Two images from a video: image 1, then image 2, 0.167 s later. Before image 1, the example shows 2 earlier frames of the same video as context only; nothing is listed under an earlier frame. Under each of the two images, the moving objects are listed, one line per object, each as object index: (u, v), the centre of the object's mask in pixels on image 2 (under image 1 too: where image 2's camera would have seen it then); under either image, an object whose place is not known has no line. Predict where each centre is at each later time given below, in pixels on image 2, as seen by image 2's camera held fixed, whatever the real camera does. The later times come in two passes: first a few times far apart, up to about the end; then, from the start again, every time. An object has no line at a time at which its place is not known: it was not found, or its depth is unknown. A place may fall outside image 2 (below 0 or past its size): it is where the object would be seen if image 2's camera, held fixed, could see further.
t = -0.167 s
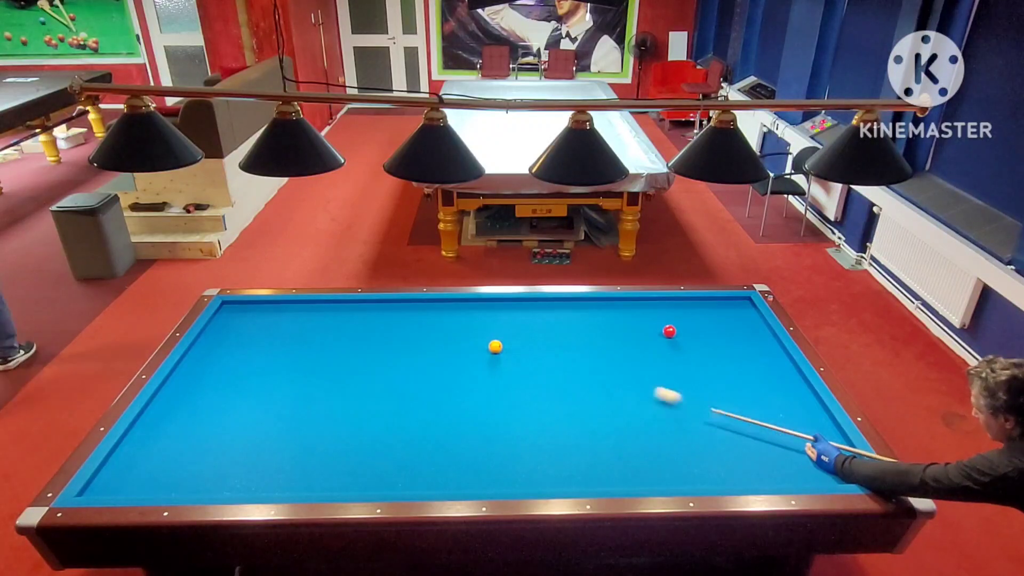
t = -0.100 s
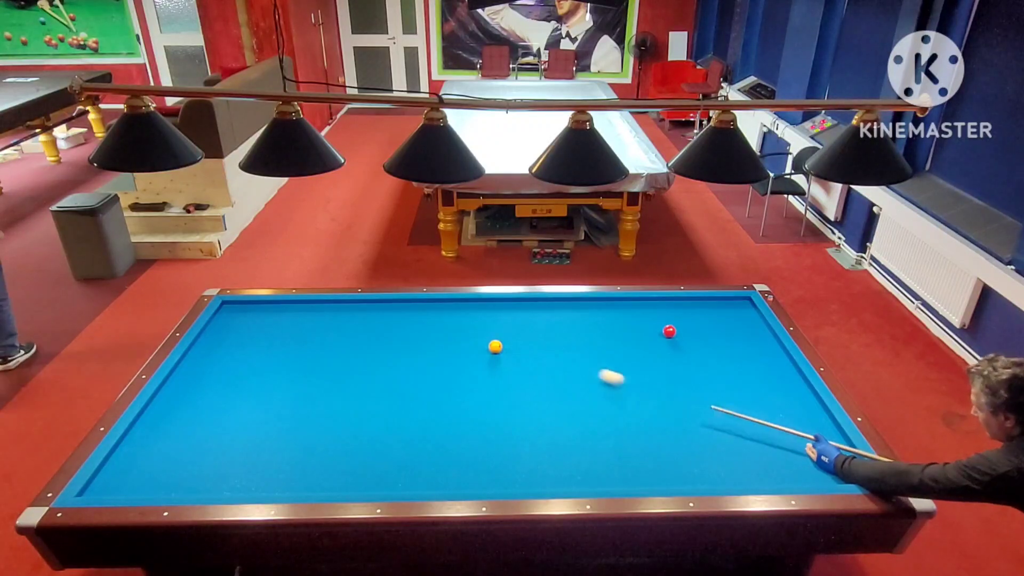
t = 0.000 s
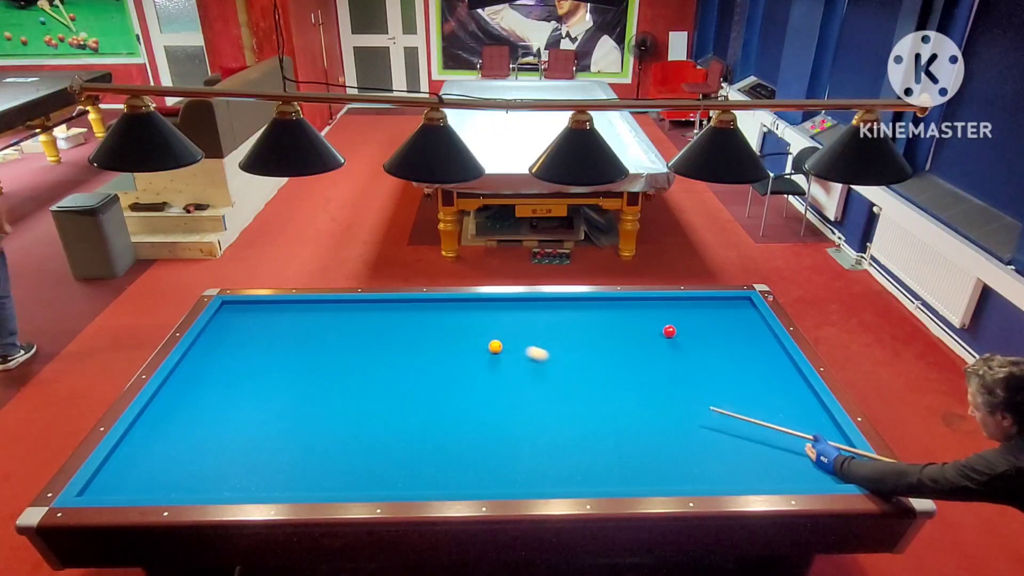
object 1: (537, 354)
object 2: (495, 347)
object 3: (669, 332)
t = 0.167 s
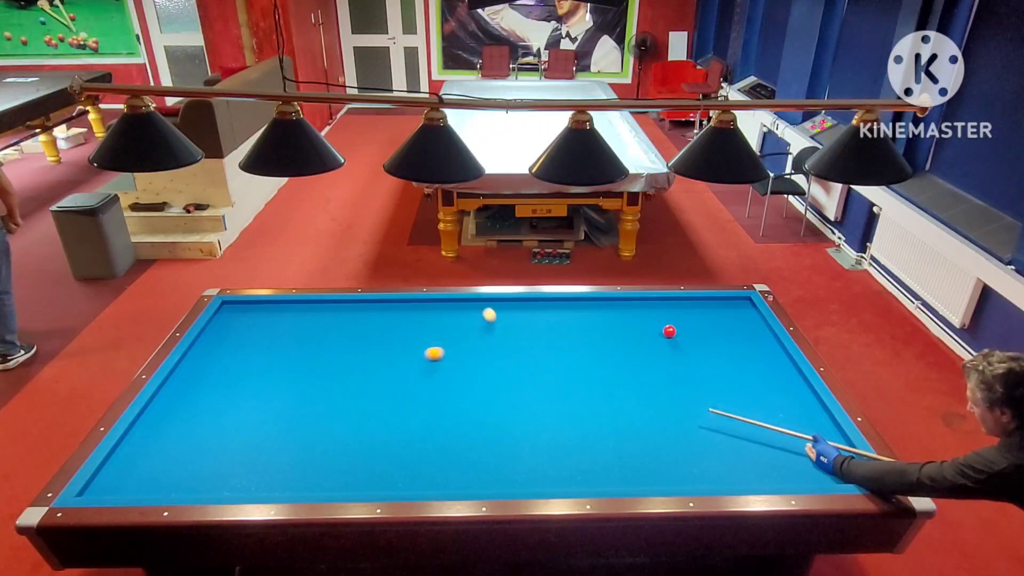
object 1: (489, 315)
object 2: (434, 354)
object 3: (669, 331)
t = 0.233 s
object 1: (478, 301)
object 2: (403, 357)
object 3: (669, 331)
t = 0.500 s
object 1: (404, 346)
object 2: (294, 370)
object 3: (668, 331)
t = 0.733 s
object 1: (320, 384)
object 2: (199, 381)
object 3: (668, 331)
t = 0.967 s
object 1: (221, 428)
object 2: (208, 387)
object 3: (668, 331)
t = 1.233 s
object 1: (94, 488)
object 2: (267, 392)
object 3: (668, 331)
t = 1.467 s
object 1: (186, 454)
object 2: (315, 396)
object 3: (668, 332)
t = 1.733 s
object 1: (262, 421)
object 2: (372, 400)
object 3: (668, 332)
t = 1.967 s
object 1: (321, 396)
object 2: (421, 404)
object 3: (668, 331)
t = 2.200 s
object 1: (372, 373)
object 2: (470, 408)
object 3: (668, 332)
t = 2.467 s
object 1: (426, 350)
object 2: (527, 413)
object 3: (668, 332)
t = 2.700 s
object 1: (467, 333)
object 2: (577, 417)
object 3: (668, 331)
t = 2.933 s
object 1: (505, 317)
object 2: (627, 421)
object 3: (668, 331)
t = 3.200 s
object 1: (543, 301)
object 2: (683, 426)
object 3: (668, 331)
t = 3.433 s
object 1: (568, 309)
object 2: (733, 430)
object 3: (668, 331)
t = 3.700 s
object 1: (596, 317)
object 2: (790, 434)
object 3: (669, 332)
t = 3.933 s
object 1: (621, 324)
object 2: (839, 438)
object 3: (668, 332)
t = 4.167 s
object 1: (646, 331)
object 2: (815, 441)
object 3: (669, 332)
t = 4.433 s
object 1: (669, 340)
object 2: (786, 444)
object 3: (676, 330)
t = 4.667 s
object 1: (685, 349)
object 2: (761, 446)
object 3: (683, 329)
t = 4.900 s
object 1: (702, 359)
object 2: (737, 449)
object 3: (691, 328)
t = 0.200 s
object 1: (484, 308)
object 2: (419, 355)
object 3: (669, 331)
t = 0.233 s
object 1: (478, 301)
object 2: (403, 357)
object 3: (669, 331)
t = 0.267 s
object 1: (470, 306)
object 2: (388, 359)
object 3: (668, 331)
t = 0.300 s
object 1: (462, 312)
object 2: (374, 361)
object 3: (668, 331)
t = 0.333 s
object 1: (453, 318)
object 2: (360, 362)
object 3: (668, 331)
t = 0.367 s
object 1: (444, 324)
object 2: (346, 364)
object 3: (668, 331)
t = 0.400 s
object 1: (434, 329)
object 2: (333, 365)
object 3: (668, 331)
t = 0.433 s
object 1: (424, 335)
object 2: (320, 367)
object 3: (668, 331)
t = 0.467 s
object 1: (414, 341)
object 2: (307, 369)
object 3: (668, 331)
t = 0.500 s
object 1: (404, 346)
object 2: (294, 370)
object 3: (668, 331)
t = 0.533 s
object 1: (392, 352)
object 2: (281, 372)
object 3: (668, 331)
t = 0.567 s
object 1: (381, 357)
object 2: (267, 373)
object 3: (668, 331)
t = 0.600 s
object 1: (370, 362)
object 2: (254, 375)
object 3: (668, 331)
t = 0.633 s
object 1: (358, 368)
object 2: (240, 376)
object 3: (668, 331)
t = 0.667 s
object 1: (346, 373)
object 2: (227, 378)
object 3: (668, 331)
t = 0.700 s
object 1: (333, 379)
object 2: (213, 379)
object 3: (668, 331)
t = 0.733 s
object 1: (320, 384)
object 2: (199, 381)
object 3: (668, 331)
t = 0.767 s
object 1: (307, 390)
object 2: (185, 383)
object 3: (668, 331)
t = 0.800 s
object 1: (293, 396)
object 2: (171, 384)
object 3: (668, 331)
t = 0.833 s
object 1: (279, 402)
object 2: (171, 385)
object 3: (668, 331)
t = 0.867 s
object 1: (265, 409)
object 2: (181, 386)
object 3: (668, 332)
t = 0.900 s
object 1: (251, 415)
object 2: (190, 386)
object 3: (668, 331)
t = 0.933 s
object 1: (236, 422)
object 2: (200, 387)
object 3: (668, 331)
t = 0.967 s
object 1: (221, 428)
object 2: (208, 387)
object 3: (668, 331)
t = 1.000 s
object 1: (204, 435)
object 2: (217, 388)
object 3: (668, 331)
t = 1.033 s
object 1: (188, 443)
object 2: (224, 388)
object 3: (668, 332)
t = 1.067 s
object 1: (172, 450)
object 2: (231, 389)
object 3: (668, 331)
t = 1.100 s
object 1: (155, 457)
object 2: (238, 390)
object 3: (668, 331)
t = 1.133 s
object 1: (137, 465)
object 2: (246, 390)
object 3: (668, 331)
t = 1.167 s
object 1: (119, 473)
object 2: (252, 391)
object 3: (668, 331)
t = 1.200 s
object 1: (100, 482)
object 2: (259, 391)
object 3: (668, 331)
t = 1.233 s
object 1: (94, 488)
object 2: (267, 392)
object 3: (668, 331)
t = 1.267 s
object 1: (106, 488)
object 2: (274, 392)
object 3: (668, 331)
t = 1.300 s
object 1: (122, 482)
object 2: (281, 393)
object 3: (668, 331)
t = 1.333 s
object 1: (136, 476)
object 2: (287, 394)
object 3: (668, 332)
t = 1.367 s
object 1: (150, 470)
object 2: (294, 394)
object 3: (668, 332)
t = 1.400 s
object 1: (163, 464)
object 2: (302, 395)
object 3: (668, 332)
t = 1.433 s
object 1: (175, 459)
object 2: (309, 395)
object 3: (668, 332)
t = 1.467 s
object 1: (186, 454)
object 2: (315, 396)
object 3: (668, 332)
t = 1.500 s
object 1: (197, 450)
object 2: (322, 396)
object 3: (668, 332)
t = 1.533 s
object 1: (206, 445)
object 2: (330, 397)
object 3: (668, 331)
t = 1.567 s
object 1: (216, 441)
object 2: (337, 397)
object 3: (668, 332)
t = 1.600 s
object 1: (226, 437)
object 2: (343, 398)
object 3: (668, 331)
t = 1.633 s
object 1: (235, 433)
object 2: (350, 398)
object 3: (668, 331)
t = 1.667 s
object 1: (244, 429)
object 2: (357, 399)
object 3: (668, 331)
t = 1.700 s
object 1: (254, 425)
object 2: (365, 400)
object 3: (668, 331)
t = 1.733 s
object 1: (262, 421)
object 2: (372, 400)
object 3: (668, 332)
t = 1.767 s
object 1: (271, 417)
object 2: (379, 401)
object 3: (668, 331)
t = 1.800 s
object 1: (280, 414)
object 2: (386, 401)
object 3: (668, 331)
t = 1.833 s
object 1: (288, 410)
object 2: (393, 402)
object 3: (668, 331)
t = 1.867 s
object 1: (296, 406)
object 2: (399, 403)
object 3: (668, 331)
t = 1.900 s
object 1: (305, 402)
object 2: (407, 403)
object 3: (668, 331)
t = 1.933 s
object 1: (313, 399)
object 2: (414, 404)
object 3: (668, 331)
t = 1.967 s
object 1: (321, 396)
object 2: (421, 404)
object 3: (668, 331)
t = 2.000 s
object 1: (328, 392)
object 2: (428, 405)
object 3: (668, 331)
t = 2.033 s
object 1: (336, 389)
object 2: (435, 406)
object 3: (668, 331)
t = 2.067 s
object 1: (343, 386)
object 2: (442, 406)
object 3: (668, 331)
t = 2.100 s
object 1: (351, 383)
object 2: (449, 407)
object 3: (668, 331)
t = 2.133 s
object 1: (358, 379)
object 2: (456, 407)
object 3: (668, 332)
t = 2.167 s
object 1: (365, 376)
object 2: (463, 408)
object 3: (668, 332)
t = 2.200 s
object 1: (372, 373)
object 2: (470, 408)
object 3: (668, 332)
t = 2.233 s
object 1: (379, 370)
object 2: (478, 409)
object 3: (669, 332)
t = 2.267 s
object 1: (386, 368)
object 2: (484, 410)
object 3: (668, 332)
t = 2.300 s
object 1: (393, 364)
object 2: (492, 410)
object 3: (668, 332)
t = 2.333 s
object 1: (400, 361)
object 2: (499, 411)
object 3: (668, 332)
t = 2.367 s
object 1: (406, 359)
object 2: (506, 411)
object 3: (668, 332)
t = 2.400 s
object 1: (413, 356)
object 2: (513, 412)
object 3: (668, 332)
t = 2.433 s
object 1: (419, 353)
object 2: (520, 413)
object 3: (668, 332)
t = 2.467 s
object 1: (426, 350)
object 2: (527, 413)
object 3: (668, 332)
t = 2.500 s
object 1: (432, 348)
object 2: (534, 414)
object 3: (668, 332)
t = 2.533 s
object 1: (438, 345)
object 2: (541, 414)
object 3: (668, 332)
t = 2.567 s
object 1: (444, 343)
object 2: (548, 415)
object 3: (668, 332)
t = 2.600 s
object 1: (450, 340)
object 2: (556, 415)
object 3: (668, 332)
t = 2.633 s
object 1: (456, 338)
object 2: (563, 416)
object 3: (668, 332)
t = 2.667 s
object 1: (461, 335)
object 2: (570, 417)
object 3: (668, 331)
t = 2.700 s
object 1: (467, 333)
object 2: (577, 417)
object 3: (668, 331)
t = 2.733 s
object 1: (473, 330)
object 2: (584, 418)
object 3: (668, 331)
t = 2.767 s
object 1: (478, 328)
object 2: (591, 418)
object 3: (668, 331)
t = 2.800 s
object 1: (484, 325)
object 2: (598, 419)
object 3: (668, 331)
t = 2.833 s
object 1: (489, 323)
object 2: (605, 419)
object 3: (668, 331)
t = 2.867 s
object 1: (494, 321)
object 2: (613, 420)
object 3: (668, 331)
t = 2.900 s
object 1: (500, 319)
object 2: (619, 421)
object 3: (668, 331)
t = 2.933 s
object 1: (505, 317)
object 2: (627, 421)
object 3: (668, 331)
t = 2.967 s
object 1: (510, 314)
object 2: (634, 422)
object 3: (668, 332)
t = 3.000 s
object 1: (515, 312)
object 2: (641, 422)
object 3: (668, 331)
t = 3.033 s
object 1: (520, 310)
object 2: (648, 423)
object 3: (668, 331)
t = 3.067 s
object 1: (525, 308)
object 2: (655, 423)
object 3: (668, 331)
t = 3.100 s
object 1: (530, 306)
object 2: (662, 424)
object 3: (668, 331)
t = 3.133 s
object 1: (535, 304)
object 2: (669, 425)
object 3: (668, 331)
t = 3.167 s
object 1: (539, 302)
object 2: (676, 425)
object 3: (668, 331)
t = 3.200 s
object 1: (543, 301)
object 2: (683, 426)
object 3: (668, 331)
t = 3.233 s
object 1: (547, 303)
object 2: (690, 426)
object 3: (668, 331)
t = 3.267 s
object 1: (550, 304)
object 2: (697, 427)
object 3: (668, 331)
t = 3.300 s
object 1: (554, 305)
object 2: (704, 428)
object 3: (668, 331)
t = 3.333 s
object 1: (557, 306)
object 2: (711, 428)
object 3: (668, 331)
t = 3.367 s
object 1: (561, 307)
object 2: (719, 429)
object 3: (668, 331)
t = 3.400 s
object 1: (564, 308)
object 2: (726, 429)
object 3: (668, 331)
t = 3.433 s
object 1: (568, 309)
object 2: (733, 430)
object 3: (668, 331)
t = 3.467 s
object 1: (571, 310)
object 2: (740, 430)
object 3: (668, 331)
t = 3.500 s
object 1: (575, 311)
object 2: (747, 431)
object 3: (668, 332)
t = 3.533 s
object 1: (578, 312)
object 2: (754, 431)
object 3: (668, 332)
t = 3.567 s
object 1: (582, 313)
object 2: (761, 432)
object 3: (668, 332)
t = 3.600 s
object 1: (585, 314)
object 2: (768, 432)
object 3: (668, 332)
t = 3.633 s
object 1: (589, 315)
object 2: (775, 433)
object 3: (668, 332)
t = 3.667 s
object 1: (592, 316)
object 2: (782, 434)
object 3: (668, 332)
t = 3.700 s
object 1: (596, 317)
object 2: (790, 434)
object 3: (669, 332)
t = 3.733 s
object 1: (599, 318)
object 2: (796, 435)
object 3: (668, 332)
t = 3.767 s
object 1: (603, 319)
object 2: (803, 435)
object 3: (668, 332)
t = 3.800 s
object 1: (607, 320)
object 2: (811, 436)
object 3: (668, 332)
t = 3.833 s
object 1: (610, 321)
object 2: (818, 437)
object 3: (668, 332)
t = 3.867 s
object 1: (614, 322)
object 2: (825, 437)
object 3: (668, 332)
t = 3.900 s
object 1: (617, 323)
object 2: (832, 438)
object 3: (668, 332)
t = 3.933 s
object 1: (621, 324)
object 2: (839, 438)
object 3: (668, 332)
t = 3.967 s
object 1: (625, 325)
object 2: (838, 439)
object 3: (668, 332)
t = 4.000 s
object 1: (628, 326)
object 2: (833, 439)
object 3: (669, 332)
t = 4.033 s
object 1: (632, 326)
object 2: (829, 440)
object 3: (669, 332)
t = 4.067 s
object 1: (635, 328)
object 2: (826, 440)
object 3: (669, 332)
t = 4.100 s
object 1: (639, 329)
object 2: (822, 440)
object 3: (669, 332)
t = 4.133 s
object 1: (643, 330)
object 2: (818, 441)
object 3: (669, 332)
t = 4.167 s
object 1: (646, 331)
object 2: (815, 441)
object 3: (669, 332)
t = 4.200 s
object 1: (650, 332)
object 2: (811, 442)
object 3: (669, 331)
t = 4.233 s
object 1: (654, 332)
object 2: (808, 442)
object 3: (669, 331)
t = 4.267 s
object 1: (657, 334)
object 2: (804, 442)
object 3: (670, 331)
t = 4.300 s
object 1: (660, 335)
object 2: (800, 443)
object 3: (671, 331)
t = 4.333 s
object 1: (662, 336)
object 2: (797, 443)
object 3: (672, 330)
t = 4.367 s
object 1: (665, 337)
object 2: (793, 443)
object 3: (673, 330)
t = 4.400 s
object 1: (667, 339)
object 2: (790, 444)
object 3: (675, 330)
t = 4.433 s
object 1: (669, 340)
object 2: (786, 444)
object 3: (676, 330)
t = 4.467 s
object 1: (671, 341)
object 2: (783, 444)
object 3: (676, 330)
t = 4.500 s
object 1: (674, 342)
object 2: (779, 445)
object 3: (677, 330)
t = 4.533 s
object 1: (676, 344)
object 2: (775, 445)
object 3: (679, 329)
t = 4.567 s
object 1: (678, 345)
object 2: (772, 446)
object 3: (680, 329)
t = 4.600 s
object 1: (681, 346)
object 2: (768, 446)
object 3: (681, 329)
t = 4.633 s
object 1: (683, 348)
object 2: (765, 446)
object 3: (682, 329)
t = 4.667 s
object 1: (685, 349)
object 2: (761, 446)
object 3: (683, 329)
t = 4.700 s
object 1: (688, 351)
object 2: (758, 447)
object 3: (684, 329)
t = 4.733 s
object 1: (690, 352)
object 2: (754, 447)
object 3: (685, 328)
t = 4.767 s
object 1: (692, 353)
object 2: (751, 448)
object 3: (686, 328)
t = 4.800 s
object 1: (695, 355)
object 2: (748, 448)
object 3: (687, 328)
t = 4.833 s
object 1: (697, 356)
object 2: (744, 448)
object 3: (688, 328)
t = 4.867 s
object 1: (699, 357)
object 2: (741, 449)
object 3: (690, 328)
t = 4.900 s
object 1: (702, 359)
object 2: (737, 449)
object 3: (691, 328)
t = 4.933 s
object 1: (704, 360)
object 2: (734, 449)
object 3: (692, 328)
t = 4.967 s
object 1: (707, 361)
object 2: (730, 450)
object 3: (693, 327)
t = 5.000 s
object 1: (709, 363)
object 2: (727, 450)
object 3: (694, 327)
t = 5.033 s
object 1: (711, 364)
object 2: (724, 450)
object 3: (695, 327)
